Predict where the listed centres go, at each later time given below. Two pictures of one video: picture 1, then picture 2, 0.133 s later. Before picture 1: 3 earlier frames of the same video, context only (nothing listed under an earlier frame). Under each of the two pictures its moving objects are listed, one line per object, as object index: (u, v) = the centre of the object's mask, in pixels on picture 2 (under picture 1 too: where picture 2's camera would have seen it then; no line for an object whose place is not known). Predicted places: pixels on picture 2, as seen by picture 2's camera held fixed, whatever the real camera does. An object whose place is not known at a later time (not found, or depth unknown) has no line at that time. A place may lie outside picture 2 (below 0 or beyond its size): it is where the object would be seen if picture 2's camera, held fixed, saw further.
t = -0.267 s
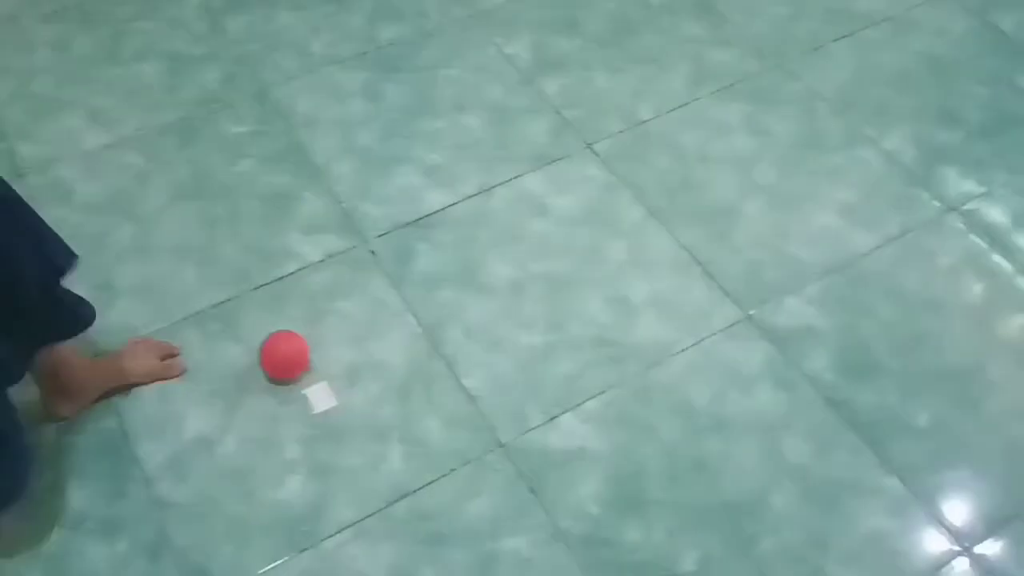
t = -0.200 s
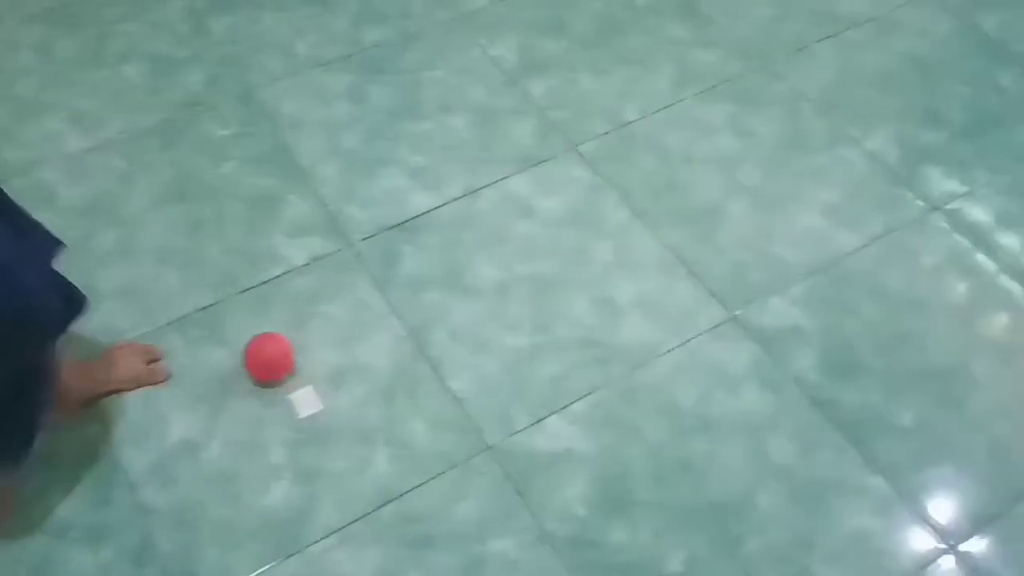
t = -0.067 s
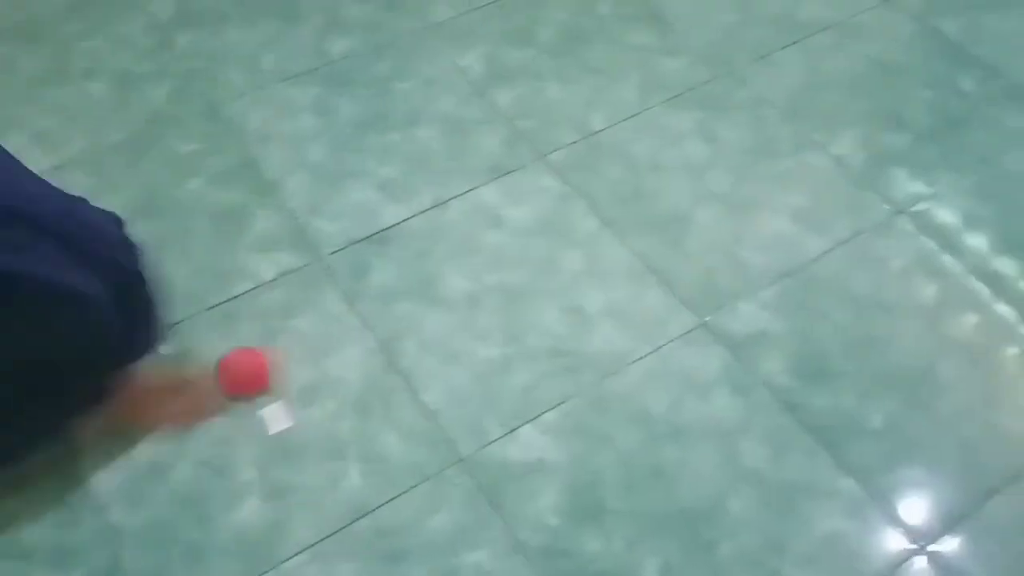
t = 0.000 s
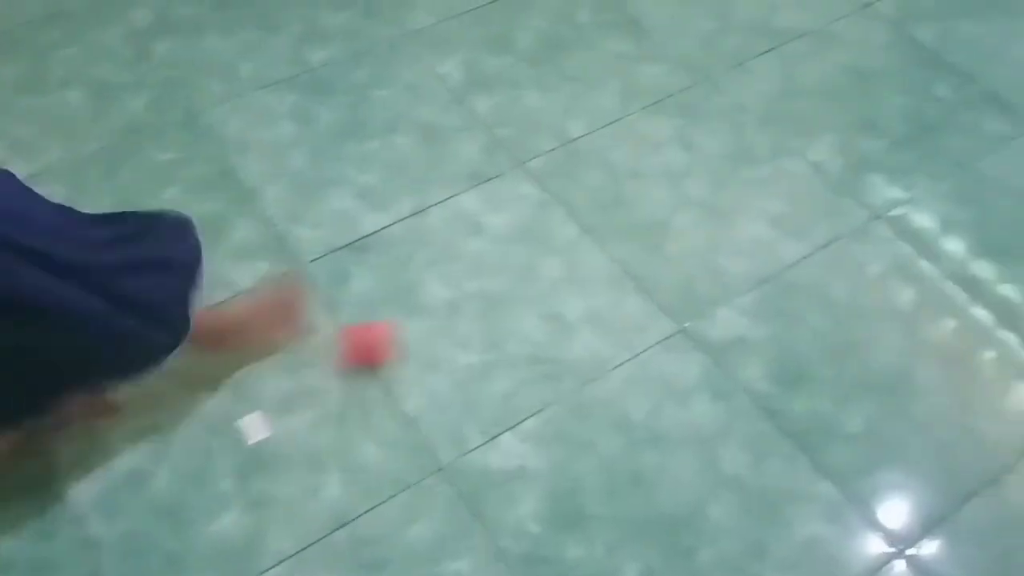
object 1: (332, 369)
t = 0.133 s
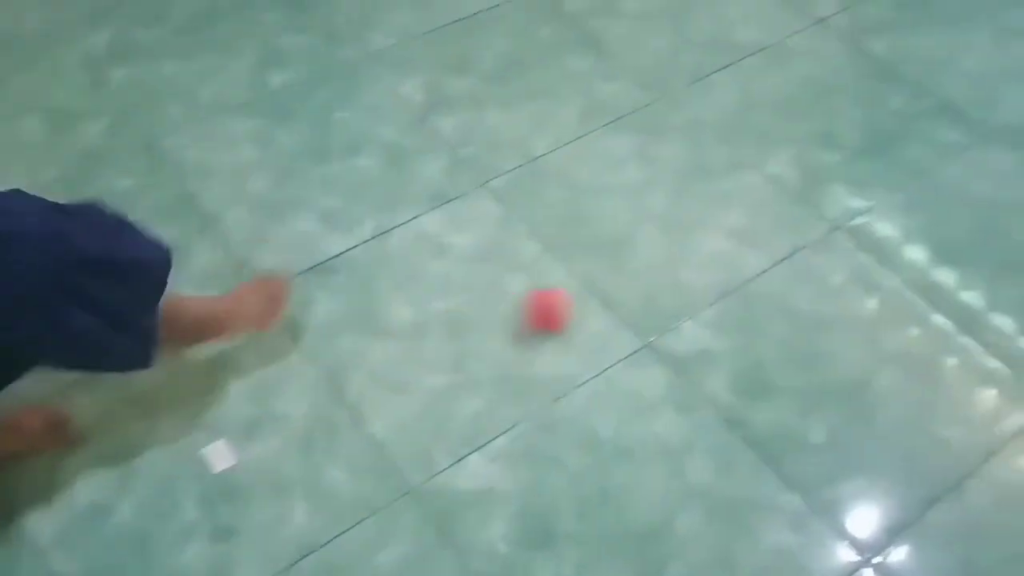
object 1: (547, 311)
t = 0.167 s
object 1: (593, 300)
